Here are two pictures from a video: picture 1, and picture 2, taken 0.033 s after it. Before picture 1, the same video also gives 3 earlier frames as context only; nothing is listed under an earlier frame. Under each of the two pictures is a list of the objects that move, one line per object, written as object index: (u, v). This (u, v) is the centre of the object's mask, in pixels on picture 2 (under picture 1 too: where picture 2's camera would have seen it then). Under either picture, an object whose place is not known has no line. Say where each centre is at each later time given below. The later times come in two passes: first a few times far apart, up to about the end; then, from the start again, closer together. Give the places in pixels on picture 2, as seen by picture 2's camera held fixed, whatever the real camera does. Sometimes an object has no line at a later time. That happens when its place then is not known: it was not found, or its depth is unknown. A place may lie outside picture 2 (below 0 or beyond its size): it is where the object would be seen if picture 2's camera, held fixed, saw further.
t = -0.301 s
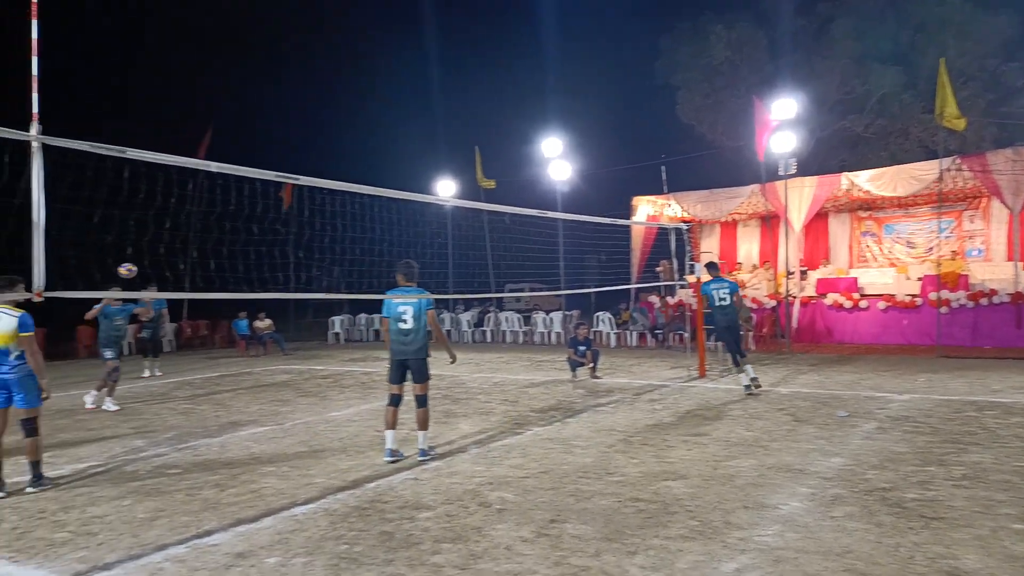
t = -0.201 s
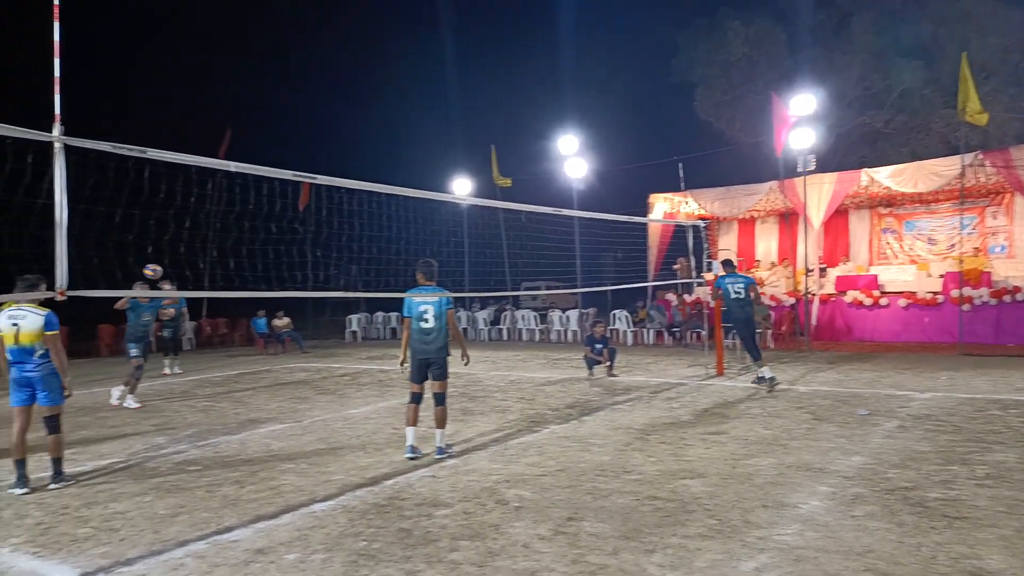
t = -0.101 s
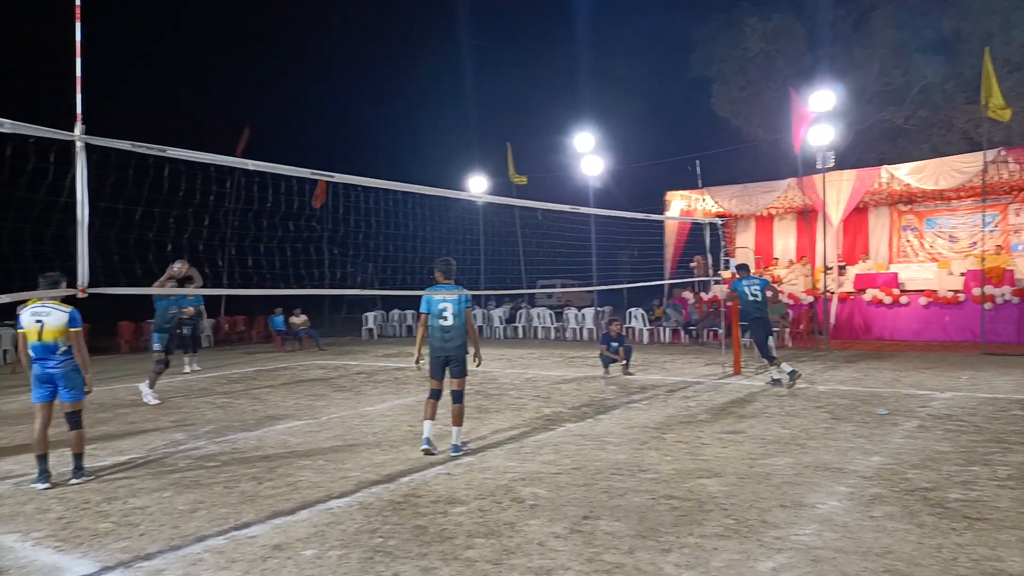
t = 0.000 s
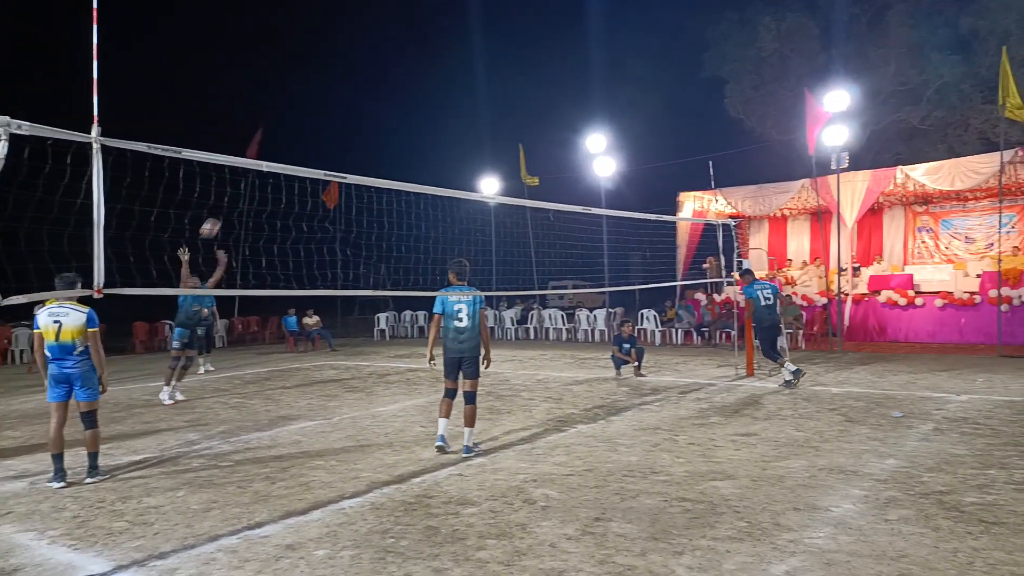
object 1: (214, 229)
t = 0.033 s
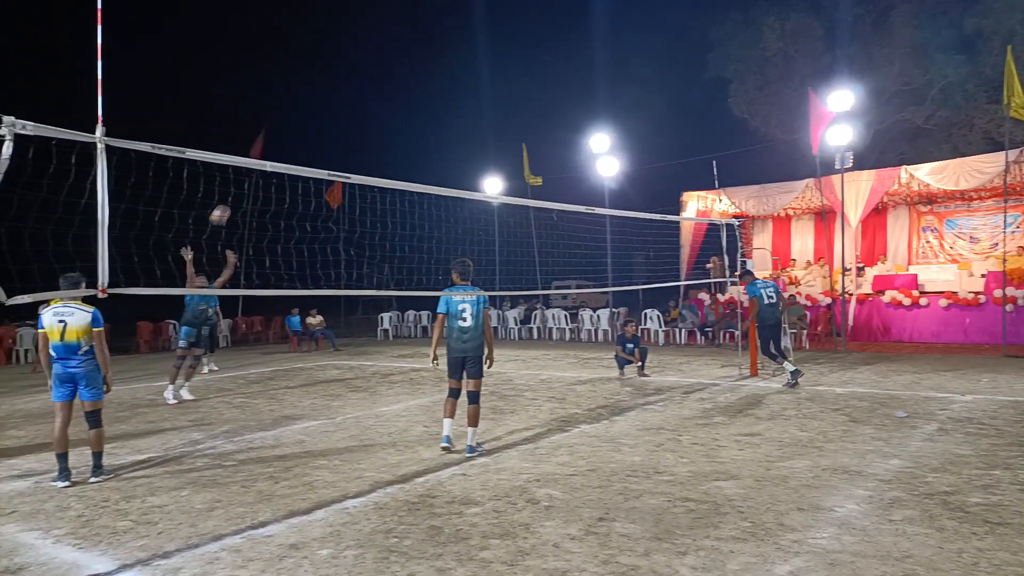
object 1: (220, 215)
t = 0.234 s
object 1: (259, 149)
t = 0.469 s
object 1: (311, 104)
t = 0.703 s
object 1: (369, 98)
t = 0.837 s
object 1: (406, 116)
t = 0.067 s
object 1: (226, 203)
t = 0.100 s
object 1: (233, 191)
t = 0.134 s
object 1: (239, 179)
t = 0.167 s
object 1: (244, 172)
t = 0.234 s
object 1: (259, 149)
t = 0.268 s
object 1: (266, 141)
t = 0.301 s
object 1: (273, 133)
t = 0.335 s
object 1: (280, 126)
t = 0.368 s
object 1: (288, 119)
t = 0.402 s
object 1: (295, 114)
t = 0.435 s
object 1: (303, 109)
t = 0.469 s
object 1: (311, 104)
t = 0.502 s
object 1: (318, 101)
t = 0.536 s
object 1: (326, 98)
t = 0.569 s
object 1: (334, 96)
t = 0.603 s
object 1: (343, 95)
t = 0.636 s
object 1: (351, 95)
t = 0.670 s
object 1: (360, 97)
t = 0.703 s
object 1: (369, 98)
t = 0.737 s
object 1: (378, 101)
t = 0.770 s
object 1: (387, 105)
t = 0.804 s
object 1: (397, 111)
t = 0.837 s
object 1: (406, 116)
